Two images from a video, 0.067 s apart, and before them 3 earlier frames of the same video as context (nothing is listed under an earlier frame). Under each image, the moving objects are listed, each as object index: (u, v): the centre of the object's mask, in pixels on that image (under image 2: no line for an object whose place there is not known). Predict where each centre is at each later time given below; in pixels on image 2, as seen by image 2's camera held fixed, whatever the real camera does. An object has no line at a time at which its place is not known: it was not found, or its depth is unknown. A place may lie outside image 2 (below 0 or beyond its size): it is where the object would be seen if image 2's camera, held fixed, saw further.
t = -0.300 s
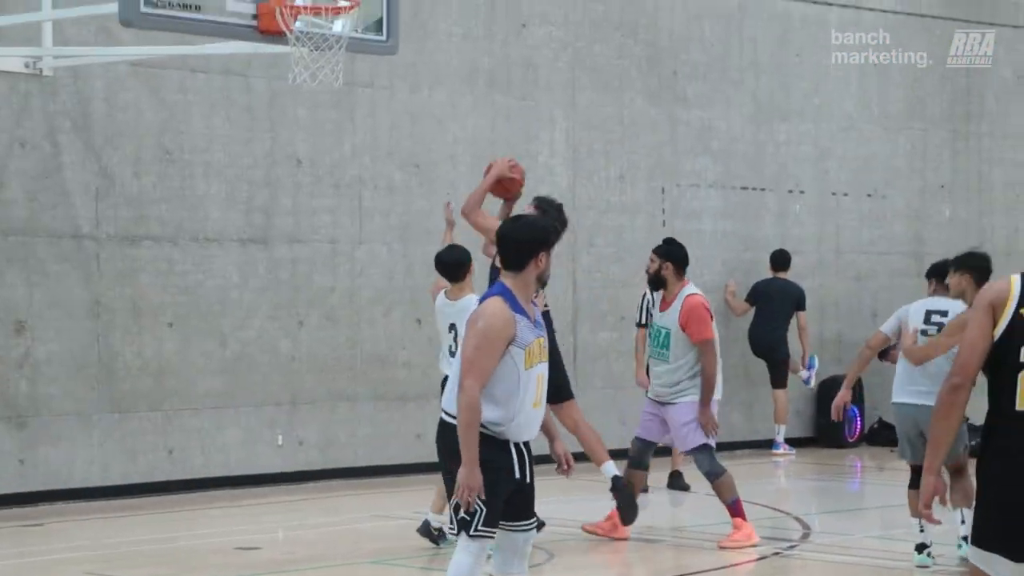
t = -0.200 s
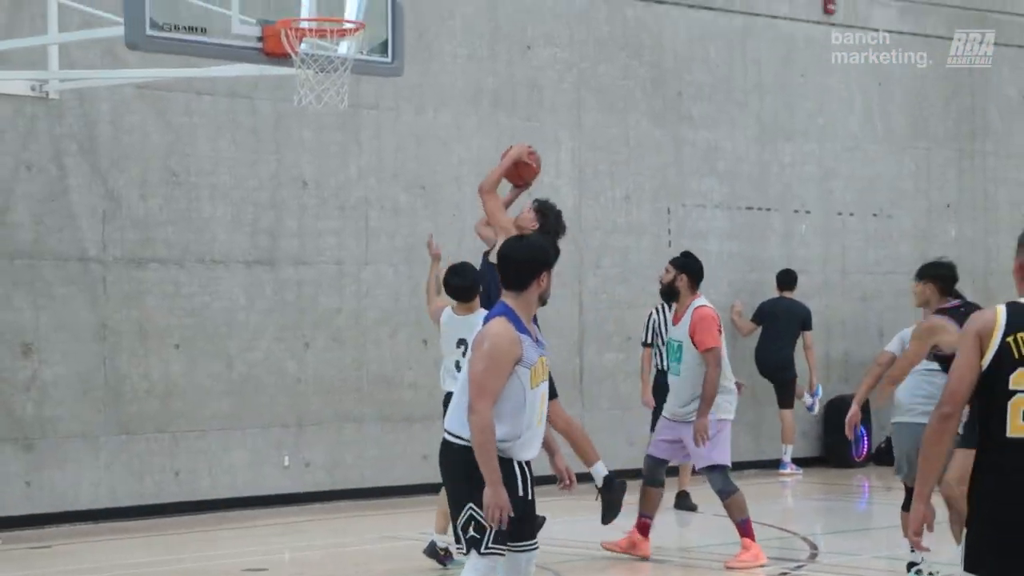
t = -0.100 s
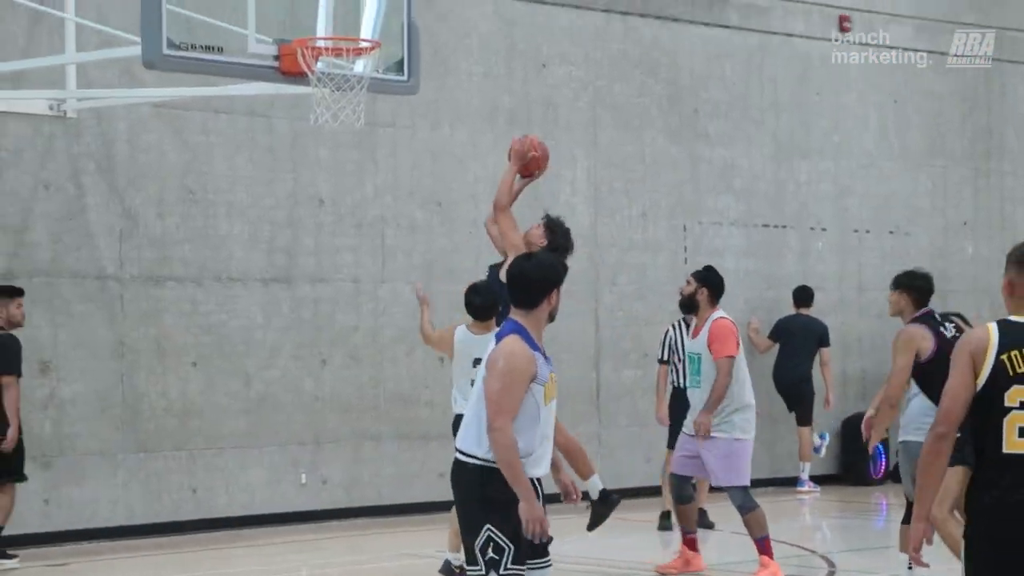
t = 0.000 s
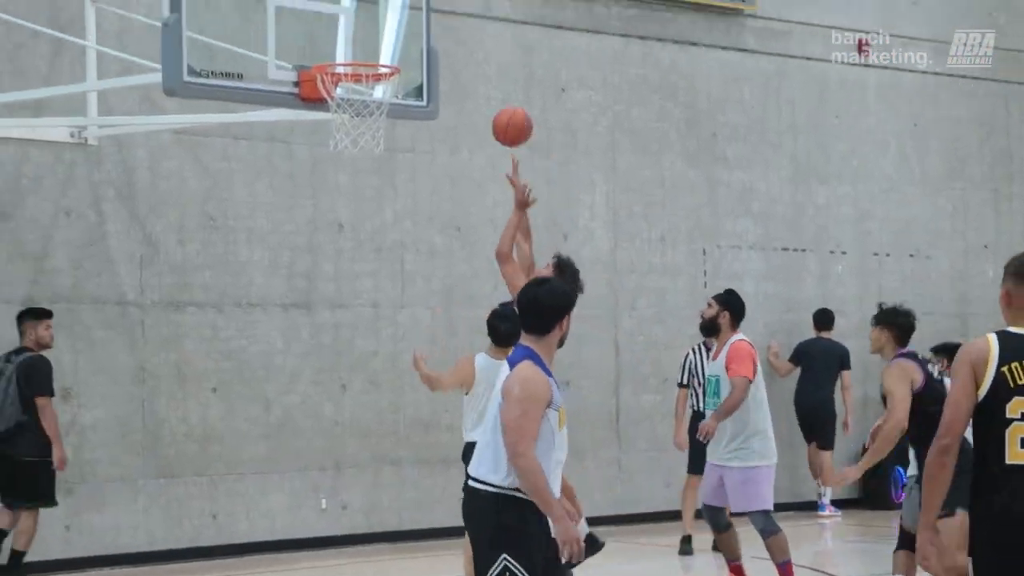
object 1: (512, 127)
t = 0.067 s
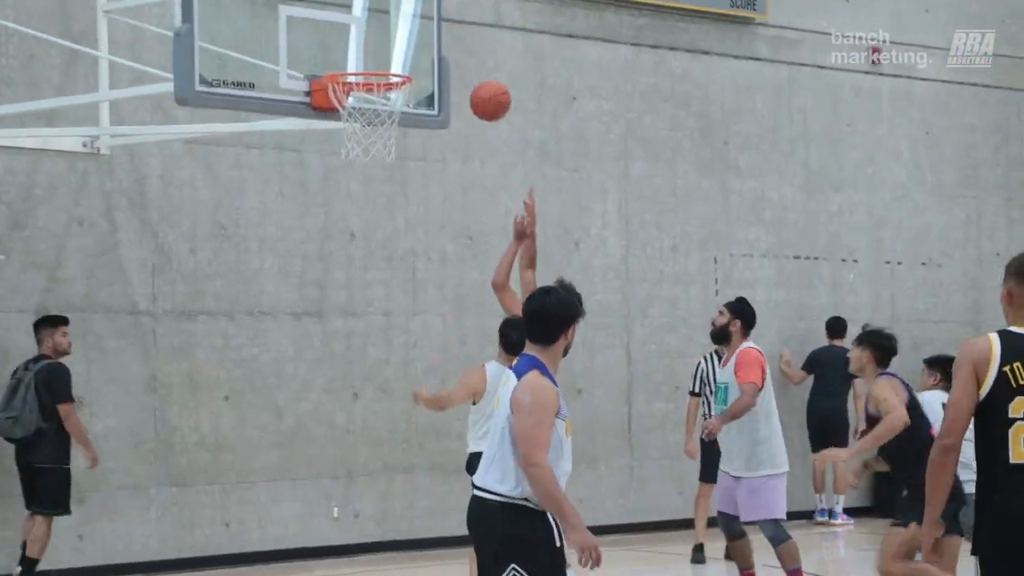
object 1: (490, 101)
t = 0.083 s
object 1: (482, 94)
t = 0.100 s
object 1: (474, 86)
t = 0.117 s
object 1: (465, 79)
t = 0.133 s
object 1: (457, 73)
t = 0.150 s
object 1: (449, 67)
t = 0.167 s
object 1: (440, 62)
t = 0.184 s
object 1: (432, 57)
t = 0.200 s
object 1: (424, 54)
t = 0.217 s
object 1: (416, 49)
